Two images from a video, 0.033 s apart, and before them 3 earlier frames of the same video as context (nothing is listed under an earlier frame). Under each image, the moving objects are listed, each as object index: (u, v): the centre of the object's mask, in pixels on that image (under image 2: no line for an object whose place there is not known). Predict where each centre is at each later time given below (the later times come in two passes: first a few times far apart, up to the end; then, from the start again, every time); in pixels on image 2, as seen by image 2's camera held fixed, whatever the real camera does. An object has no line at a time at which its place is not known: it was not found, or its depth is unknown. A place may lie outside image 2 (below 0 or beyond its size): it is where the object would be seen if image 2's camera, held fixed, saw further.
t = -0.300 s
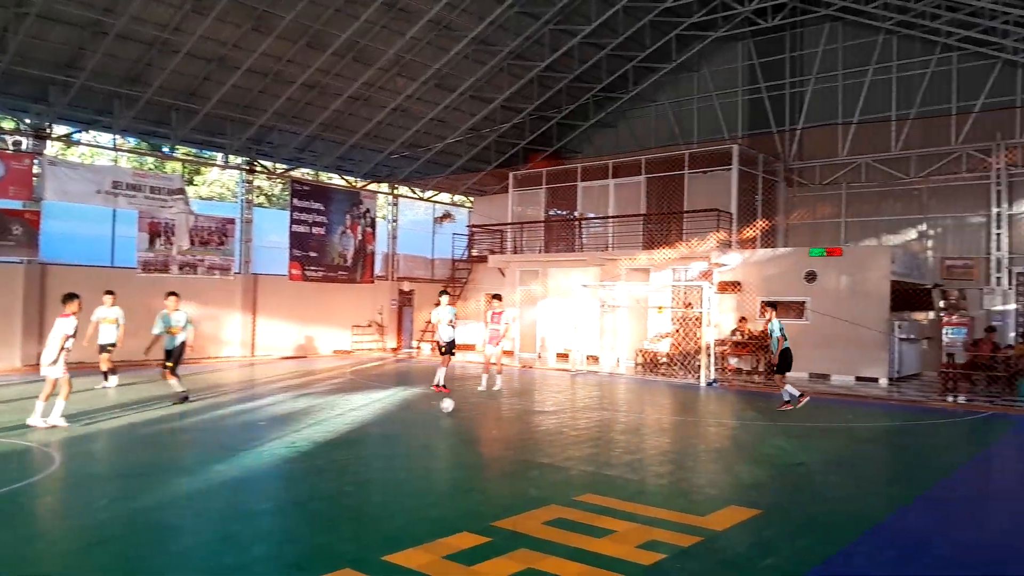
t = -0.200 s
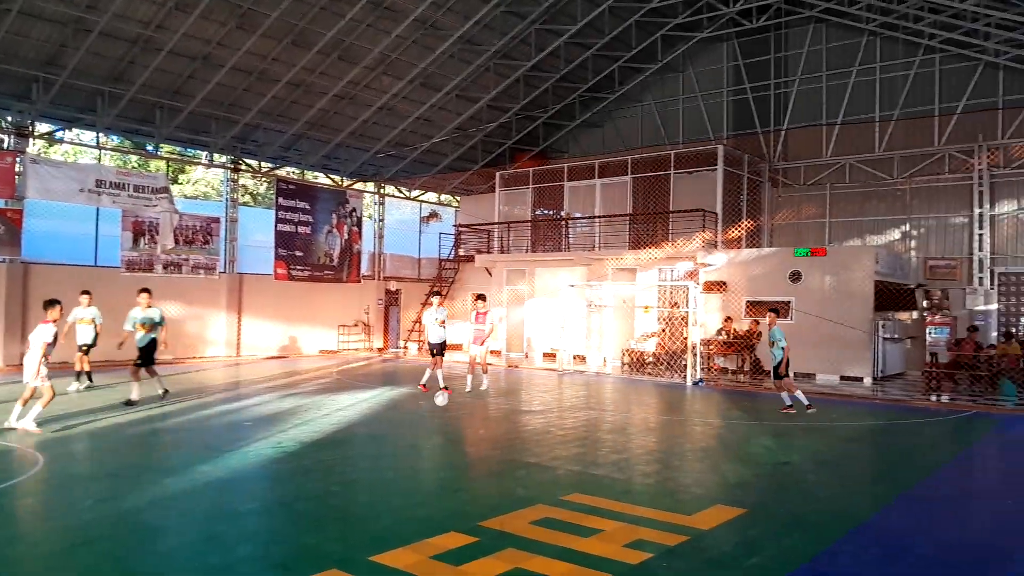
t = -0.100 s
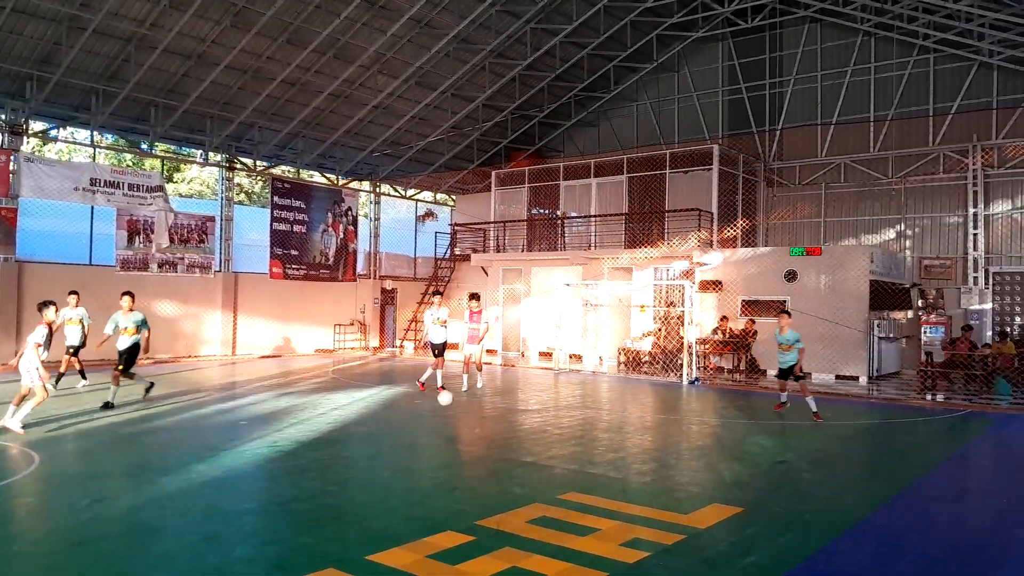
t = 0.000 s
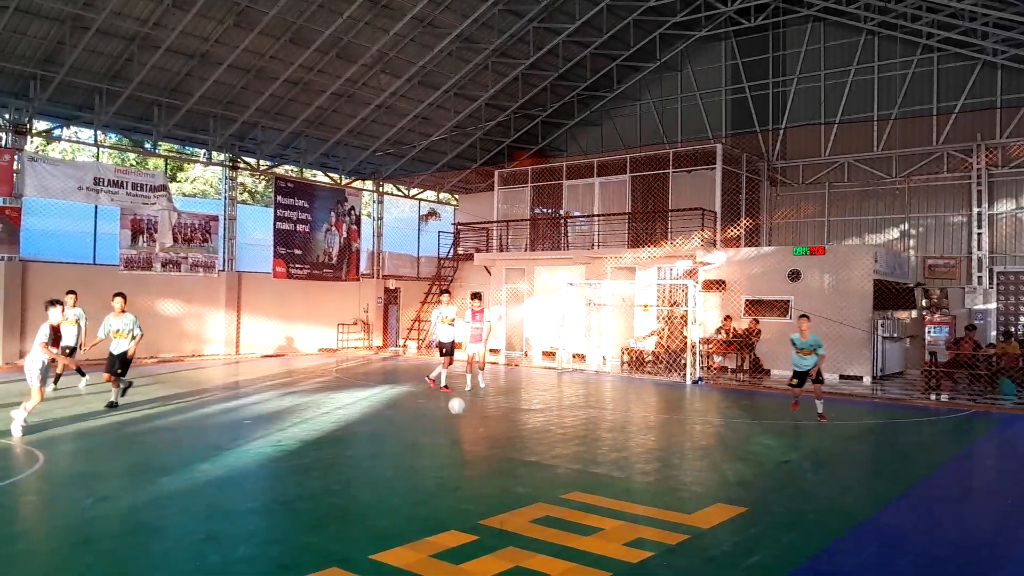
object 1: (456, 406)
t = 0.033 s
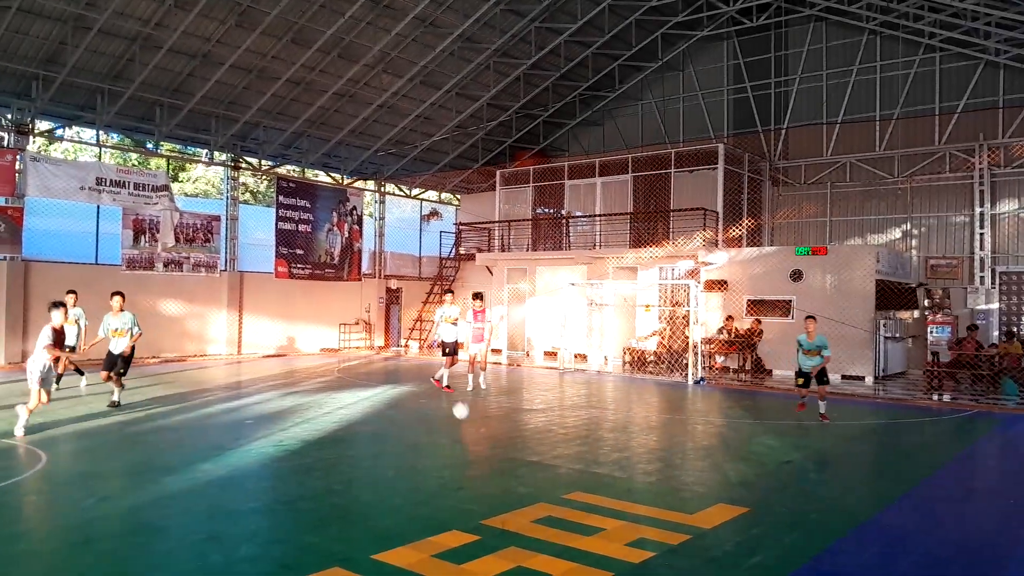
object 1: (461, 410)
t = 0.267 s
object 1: (485, 423)
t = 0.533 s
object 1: (520, 457)
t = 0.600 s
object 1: (531, 456)
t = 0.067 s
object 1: (464, 416)
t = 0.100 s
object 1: (467, 423)
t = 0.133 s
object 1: (470, 427)
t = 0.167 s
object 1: (474, 424)
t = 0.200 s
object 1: (477, 422)
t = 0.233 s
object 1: (481, 422)
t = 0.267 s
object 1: (485, 423)
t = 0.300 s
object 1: (488, 425)
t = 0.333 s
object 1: (493, 426)
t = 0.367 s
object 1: (497, 431)
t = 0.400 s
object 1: (501, 436)
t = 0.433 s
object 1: (505, 443)
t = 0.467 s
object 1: (511, 450)
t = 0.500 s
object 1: (516, 457)
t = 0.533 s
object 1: (520, 457)
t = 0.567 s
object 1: (525, 456)
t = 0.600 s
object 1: (531, 456)
